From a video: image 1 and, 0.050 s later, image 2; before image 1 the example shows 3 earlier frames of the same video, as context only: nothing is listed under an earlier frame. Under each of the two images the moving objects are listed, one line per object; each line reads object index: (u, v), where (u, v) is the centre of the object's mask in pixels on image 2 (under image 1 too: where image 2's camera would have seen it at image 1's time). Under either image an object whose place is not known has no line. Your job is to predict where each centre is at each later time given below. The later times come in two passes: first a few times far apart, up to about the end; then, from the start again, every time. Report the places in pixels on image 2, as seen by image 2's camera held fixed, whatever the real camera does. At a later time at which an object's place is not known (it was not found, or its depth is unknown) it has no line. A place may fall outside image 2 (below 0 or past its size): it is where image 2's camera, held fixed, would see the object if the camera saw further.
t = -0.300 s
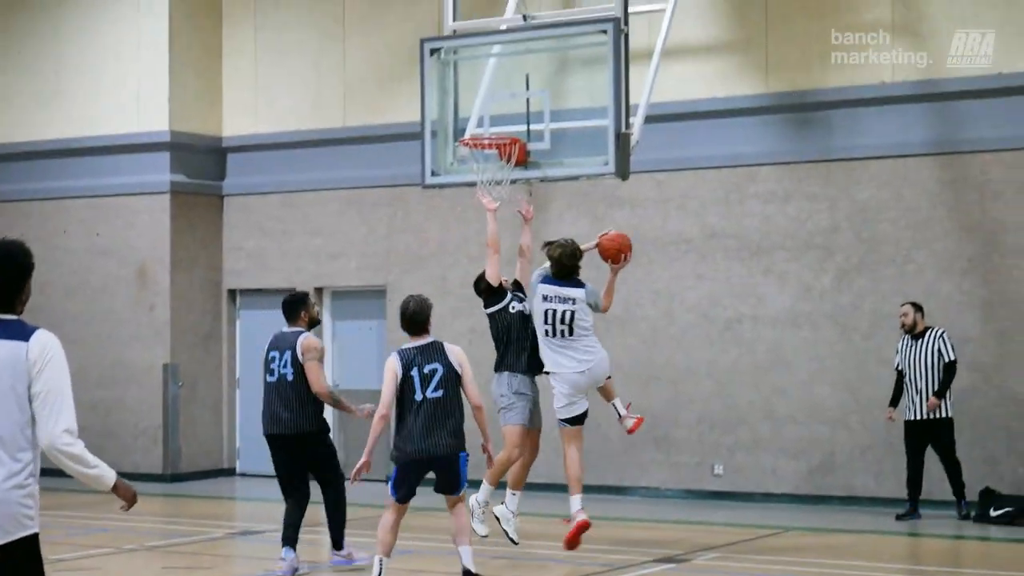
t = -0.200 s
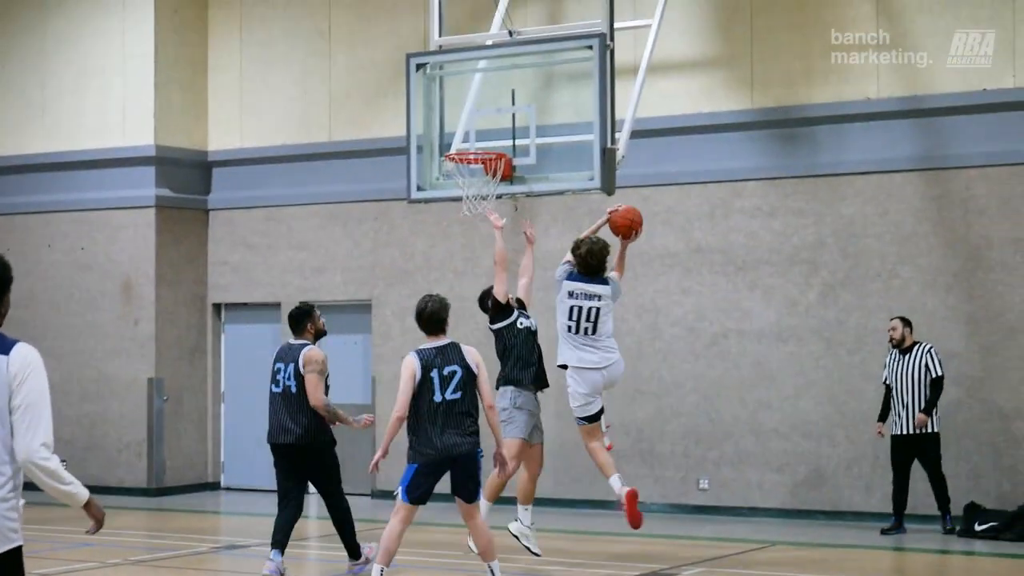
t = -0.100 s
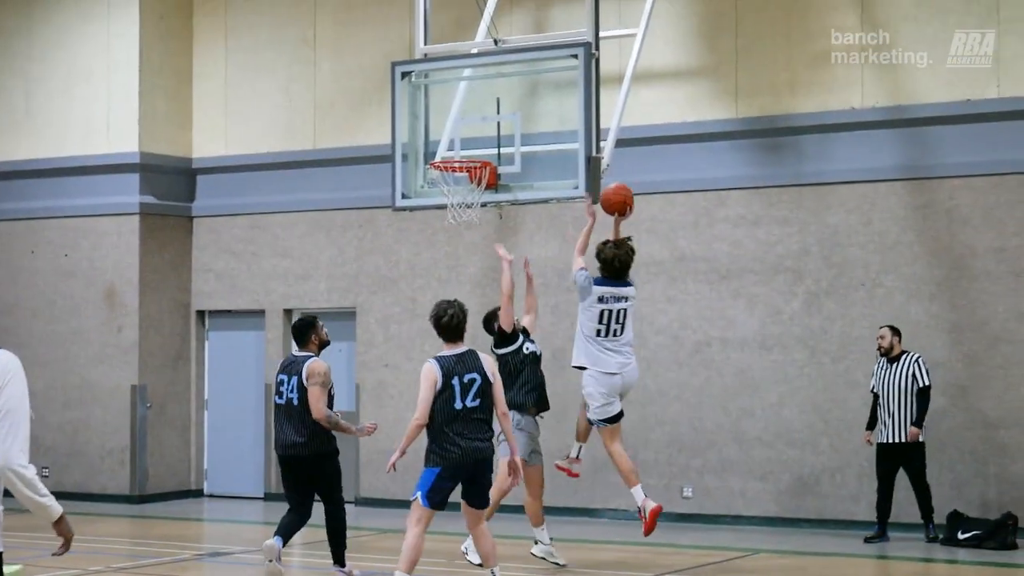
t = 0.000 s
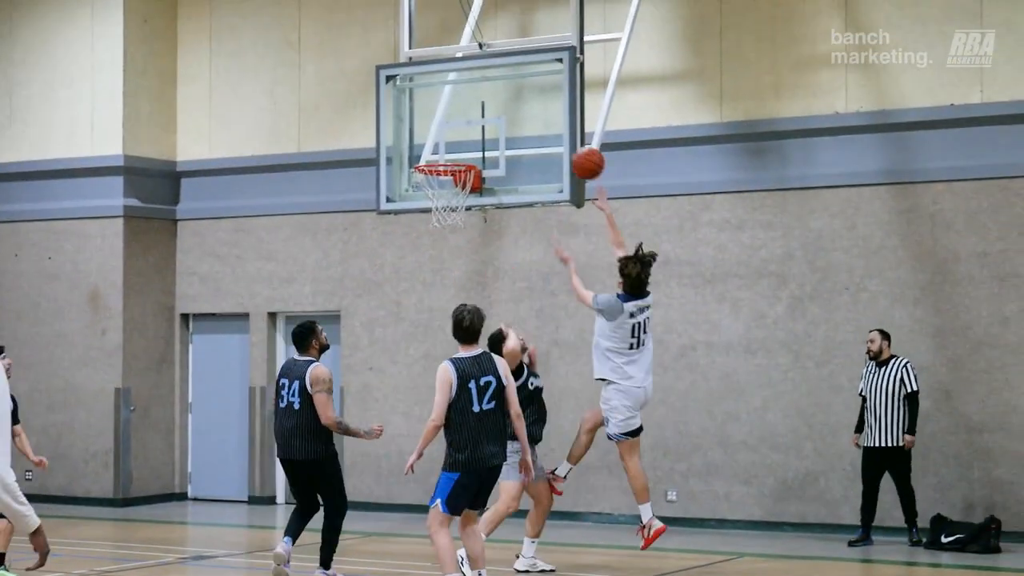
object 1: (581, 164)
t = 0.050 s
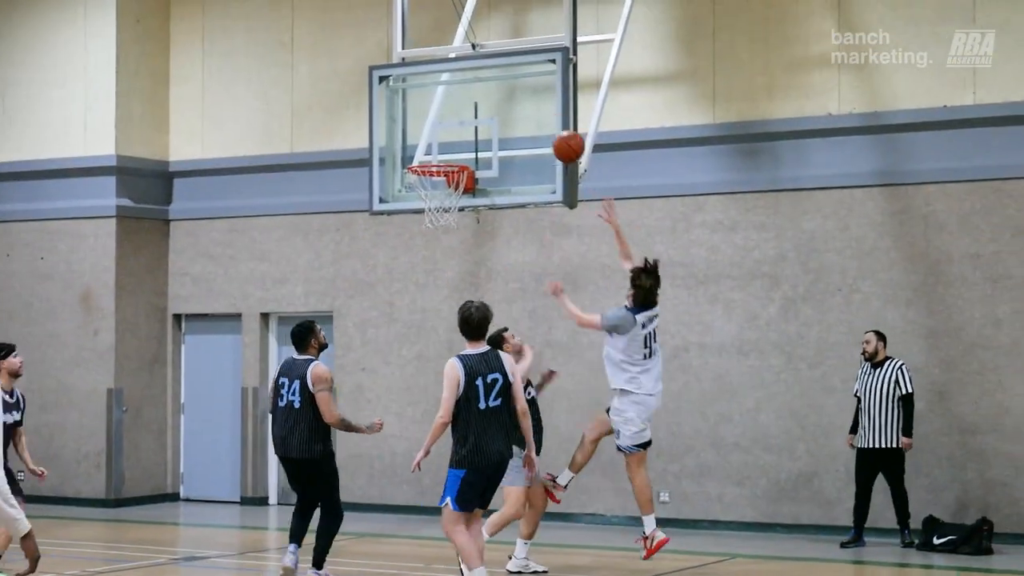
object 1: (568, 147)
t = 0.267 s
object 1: (519, 111)
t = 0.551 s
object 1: (455, 144)
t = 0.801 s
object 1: (413, 208)
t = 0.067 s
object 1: (565, 142)
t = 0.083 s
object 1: (561, 138)
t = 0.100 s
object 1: (557, 133)
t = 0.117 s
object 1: (553, 129)
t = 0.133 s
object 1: (550, 126)
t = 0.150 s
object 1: (545, 123)
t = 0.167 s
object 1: (542, 120)
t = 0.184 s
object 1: (538, 117)
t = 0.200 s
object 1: (534, 116)
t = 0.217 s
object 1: (530, 114)
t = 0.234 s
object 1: (527, 112)
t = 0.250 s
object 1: (523, 112)
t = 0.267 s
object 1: (519, 111)
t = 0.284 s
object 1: (516, 111)
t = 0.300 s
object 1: (512, 112)
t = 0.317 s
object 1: (509, 113)
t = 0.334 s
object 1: (505, 114)
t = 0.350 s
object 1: (502, 115)
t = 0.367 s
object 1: (498, 117)
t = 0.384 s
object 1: (494, 119)
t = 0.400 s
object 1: (491, 121)
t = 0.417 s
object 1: (488, 124)
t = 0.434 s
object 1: (484, 126)
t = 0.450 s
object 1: (480, 128)
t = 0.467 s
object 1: (476, 130)
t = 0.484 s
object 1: (472, 132)
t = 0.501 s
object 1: (468, 135)
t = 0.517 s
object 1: (463, 137)
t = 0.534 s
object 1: (459, 141)
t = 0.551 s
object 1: (455, 144)
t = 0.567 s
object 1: (451, 148)
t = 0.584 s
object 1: (448, 151)
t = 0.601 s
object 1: (444, 154)
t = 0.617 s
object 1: (439, 156)
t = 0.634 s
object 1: (436, 168)
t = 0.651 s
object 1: (430, 174)
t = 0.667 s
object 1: (427, 179)
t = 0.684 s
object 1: (423, 185)
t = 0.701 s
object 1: (420, 190)
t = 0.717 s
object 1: (417, 195)
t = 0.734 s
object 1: (415, 197)
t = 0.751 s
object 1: (414, 200)
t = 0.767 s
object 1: (413, 202)
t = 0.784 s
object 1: (413, 204)
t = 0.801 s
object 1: (413, 208)
